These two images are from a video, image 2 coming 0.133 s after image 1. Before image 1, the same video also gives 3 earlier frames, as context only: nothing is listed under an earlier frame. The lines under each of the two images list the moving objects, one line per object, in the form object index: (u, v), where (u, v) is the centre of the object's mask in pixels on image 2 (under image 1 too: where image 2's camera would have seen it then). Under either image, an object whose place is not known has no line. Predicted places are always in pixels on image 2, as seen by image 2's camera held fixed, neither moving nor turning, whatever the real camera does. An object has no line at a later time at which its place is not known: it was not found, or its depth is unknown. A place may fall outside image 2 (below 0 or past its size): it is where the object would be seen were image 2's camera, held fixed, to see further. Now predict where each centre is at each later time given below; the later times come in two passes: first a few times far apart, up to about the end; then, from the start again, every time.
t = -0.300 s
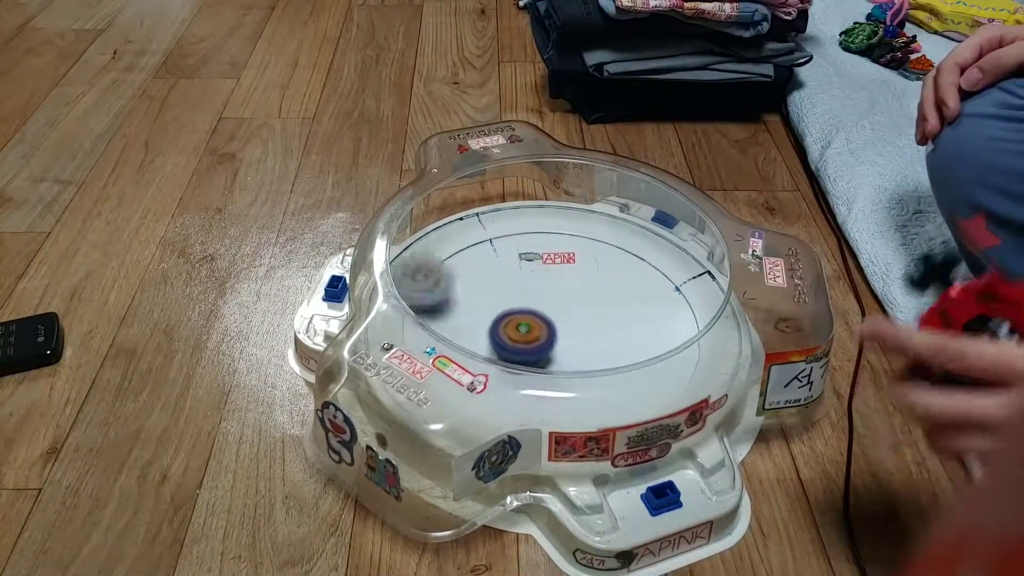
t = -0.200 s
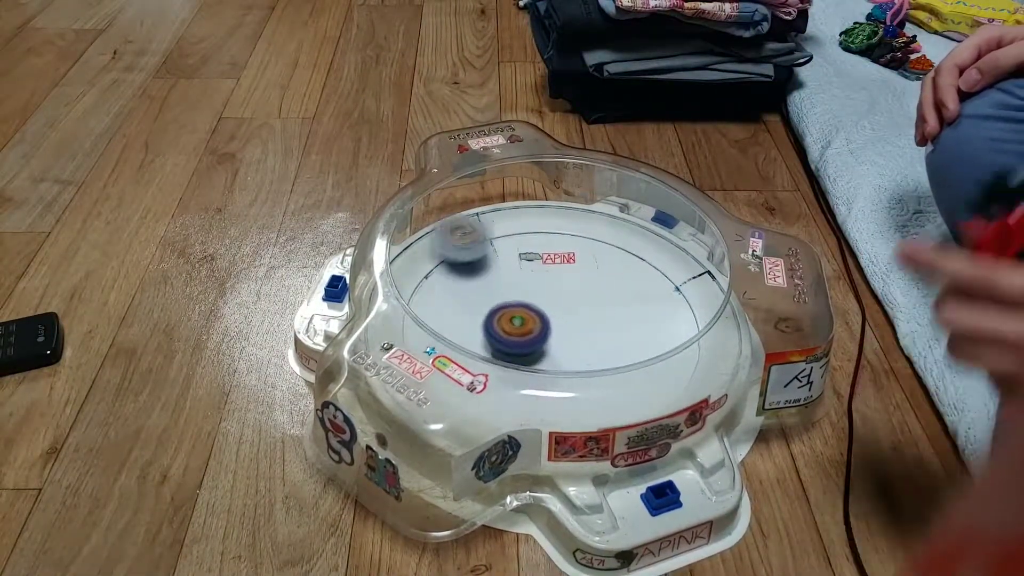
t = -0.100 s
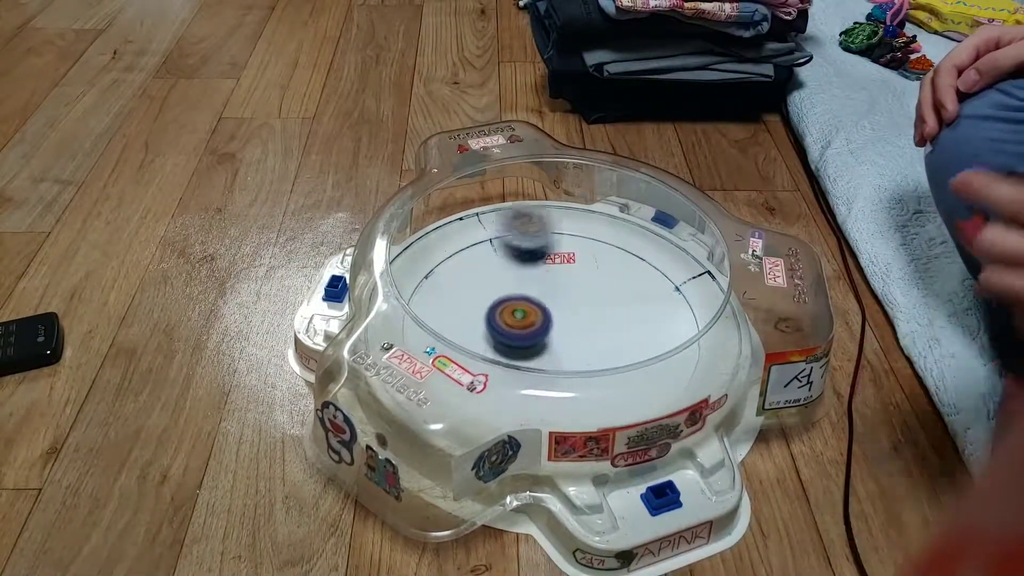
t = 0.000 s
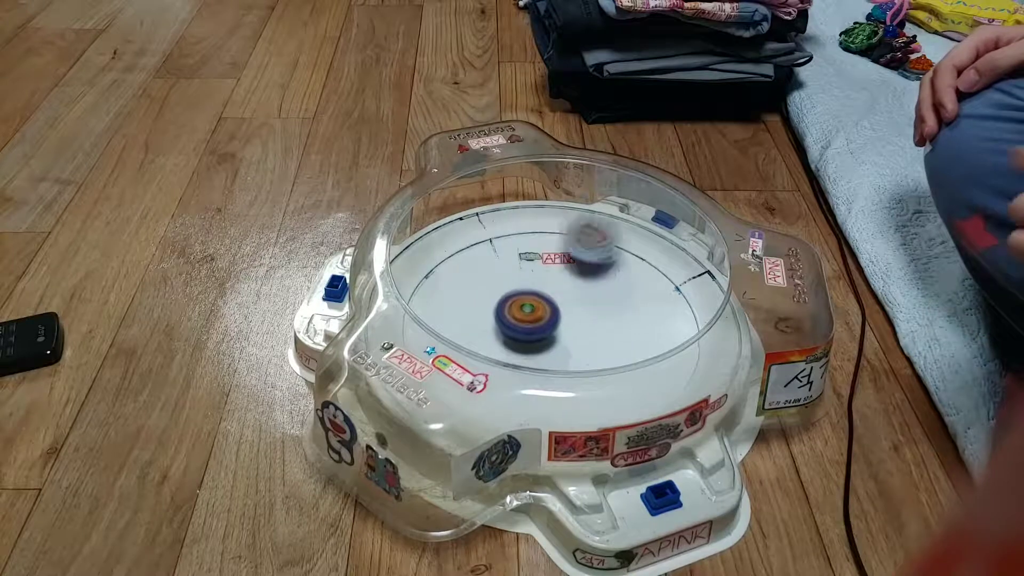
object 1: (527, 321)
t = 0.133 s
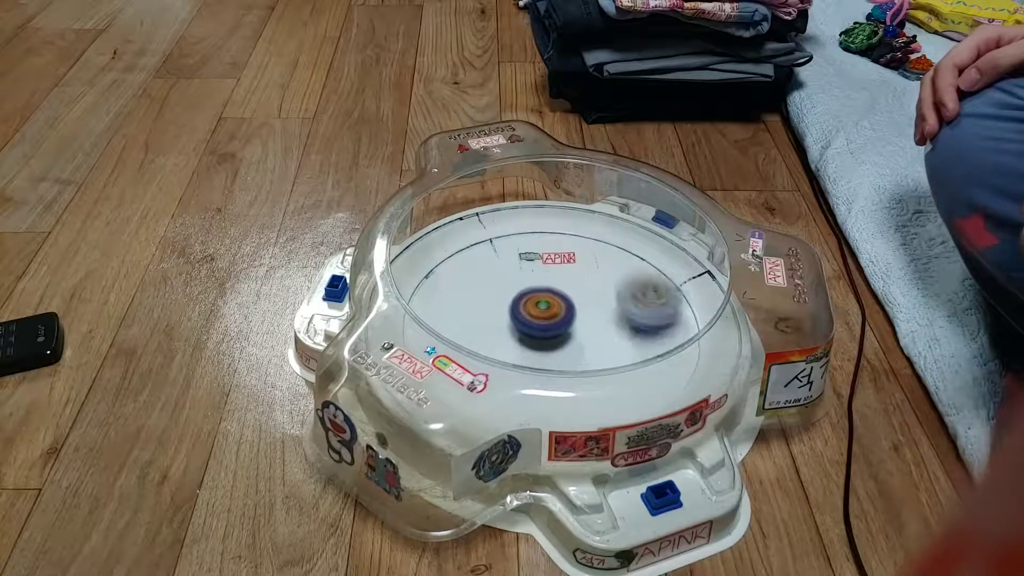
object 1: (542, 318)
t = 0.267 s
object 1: (559, 320)
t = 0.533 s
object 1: (574, 335)
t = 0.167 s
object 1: (546, 318)
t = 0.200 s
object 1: (550, 319)
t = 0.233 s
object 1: (555, 319)
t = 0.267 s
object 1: (559, 320)
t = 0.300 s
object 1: (562, 321)
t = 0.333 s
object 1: (565, 323)
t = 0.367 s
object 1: (568, 325)
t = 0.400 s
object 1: (570, 327)
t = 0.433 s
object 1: (571, 329)
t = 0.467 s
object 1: (573, 331)
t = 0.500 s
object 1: (574, 333)
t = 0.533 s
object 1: (574, 335)
